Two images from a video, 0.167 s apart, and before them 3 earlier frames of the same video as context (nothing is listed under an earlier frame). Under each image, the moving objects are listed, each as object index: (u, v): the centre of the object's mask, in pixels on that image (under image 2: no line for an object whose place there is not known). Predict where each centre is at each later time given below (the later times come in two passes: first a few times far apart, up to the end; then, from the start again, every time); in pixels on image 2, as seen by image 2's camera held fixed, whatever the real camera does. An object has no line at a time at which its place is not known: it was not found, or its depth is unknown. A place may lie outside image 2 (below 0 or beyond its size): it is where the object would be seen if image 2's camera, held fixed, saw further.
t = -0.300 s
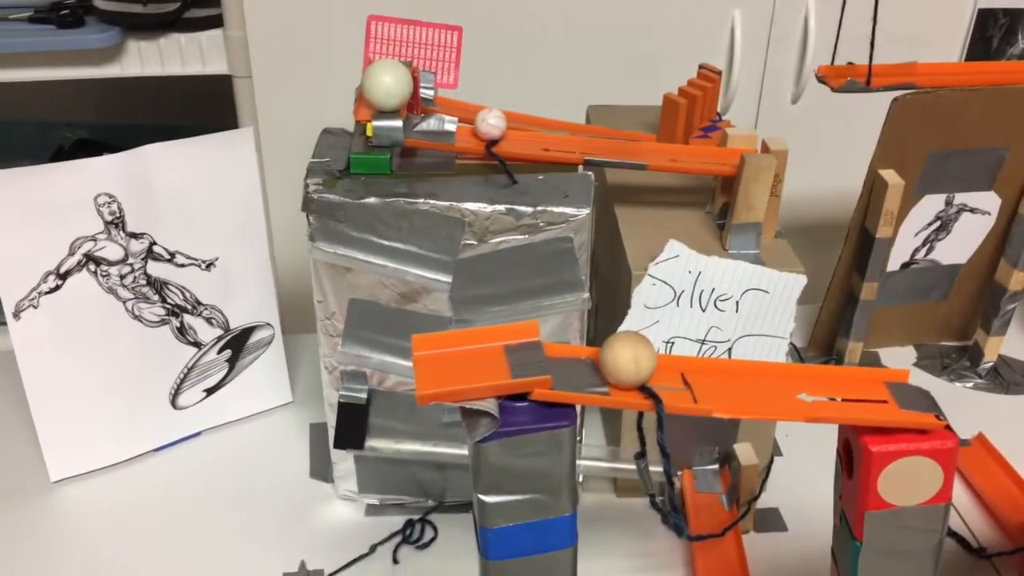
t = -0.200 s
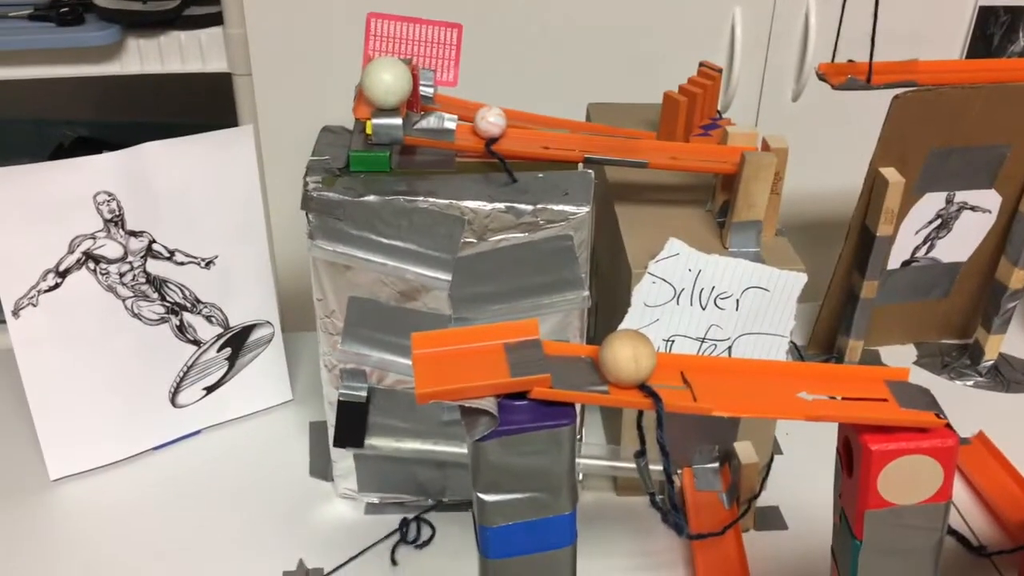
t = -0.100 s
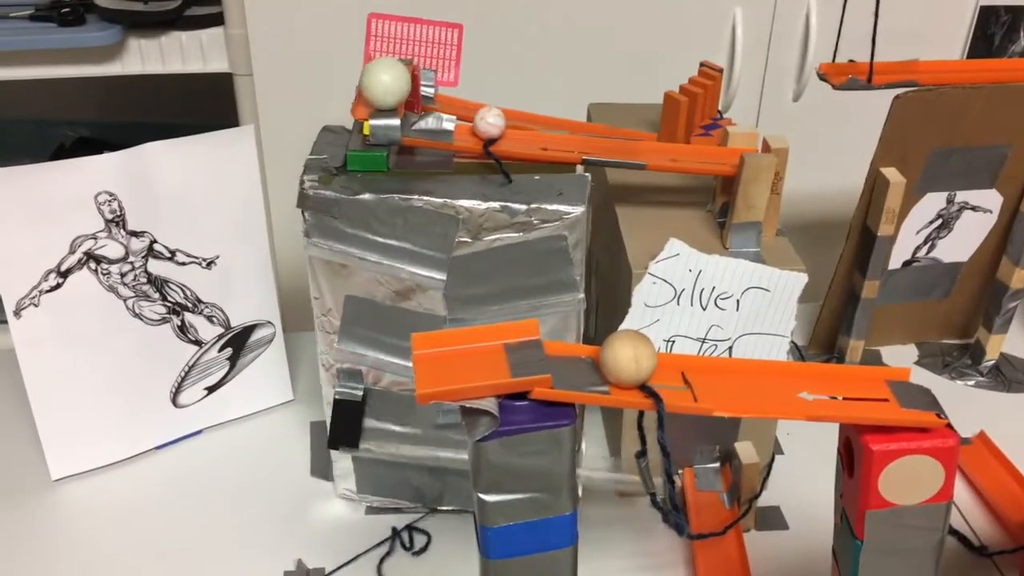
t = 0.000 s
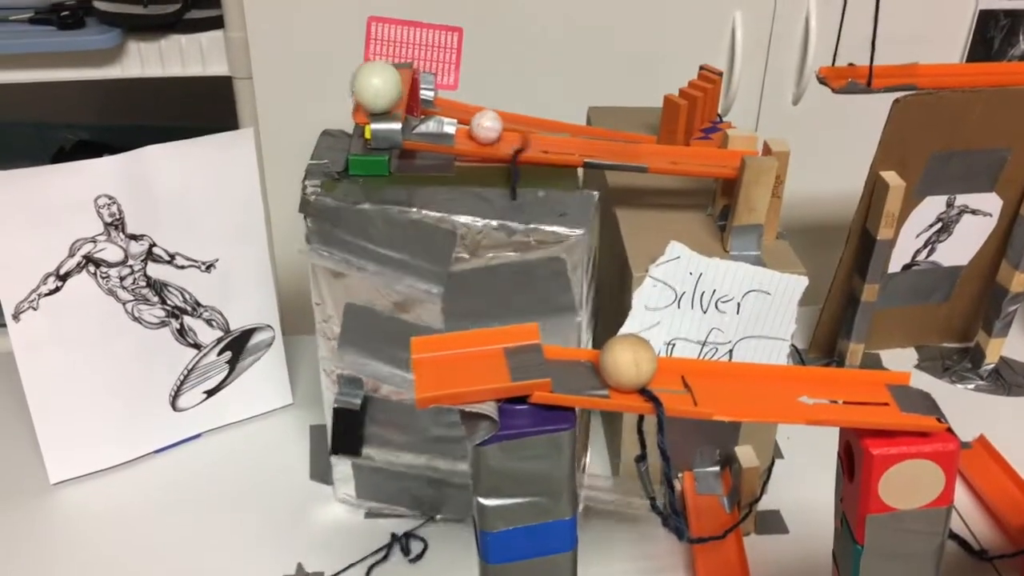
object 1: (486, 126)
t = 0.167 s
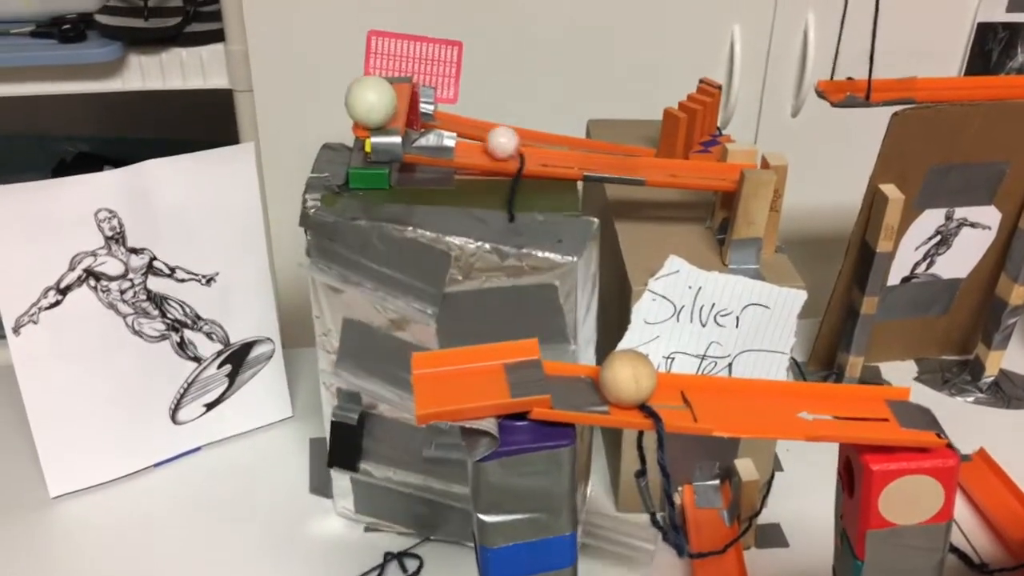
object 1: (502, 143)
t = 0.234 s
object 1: (516, 144)
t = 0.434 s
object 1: (589, 152)
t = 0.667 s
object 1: (722, 171)
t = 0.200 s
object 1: (509, 143)
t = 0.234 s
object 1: (516, 144)
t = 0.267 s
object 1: (526, 145)
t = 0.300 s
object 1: (537, 146)
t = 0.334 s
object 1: (548, 148)
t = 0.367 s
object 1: (560, 150)
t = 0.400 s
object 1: (574, 151)
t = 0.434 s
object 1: (589, 152)
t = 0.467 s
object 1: (605, 155)
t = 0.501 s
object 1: (622, 156)
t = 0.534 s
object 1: (639, 159)
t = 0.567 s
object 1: (658, 162)
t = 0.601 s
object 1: (678, 165)
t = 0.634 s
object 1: (700, 168)
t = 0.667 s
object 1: (722, 171)
